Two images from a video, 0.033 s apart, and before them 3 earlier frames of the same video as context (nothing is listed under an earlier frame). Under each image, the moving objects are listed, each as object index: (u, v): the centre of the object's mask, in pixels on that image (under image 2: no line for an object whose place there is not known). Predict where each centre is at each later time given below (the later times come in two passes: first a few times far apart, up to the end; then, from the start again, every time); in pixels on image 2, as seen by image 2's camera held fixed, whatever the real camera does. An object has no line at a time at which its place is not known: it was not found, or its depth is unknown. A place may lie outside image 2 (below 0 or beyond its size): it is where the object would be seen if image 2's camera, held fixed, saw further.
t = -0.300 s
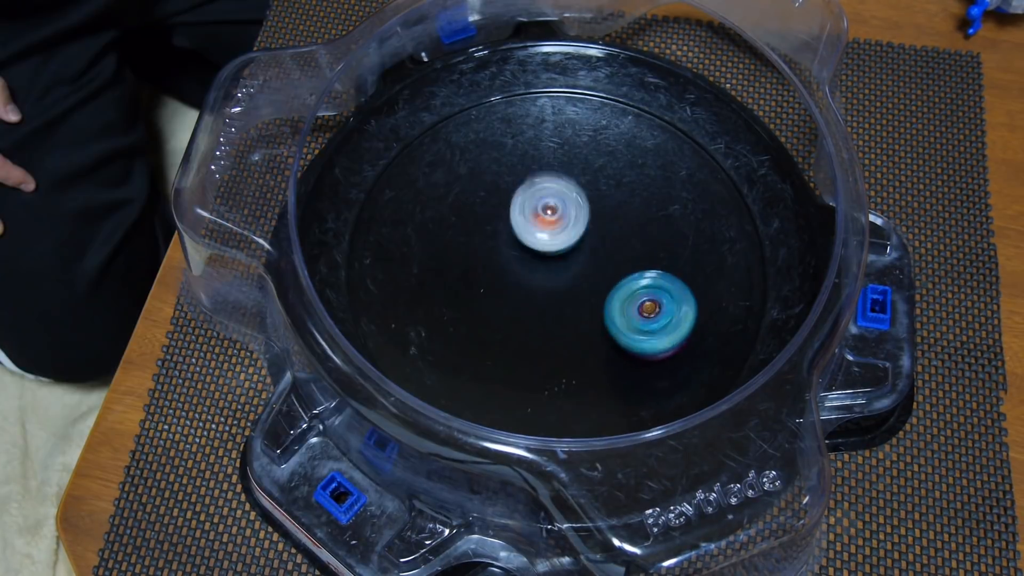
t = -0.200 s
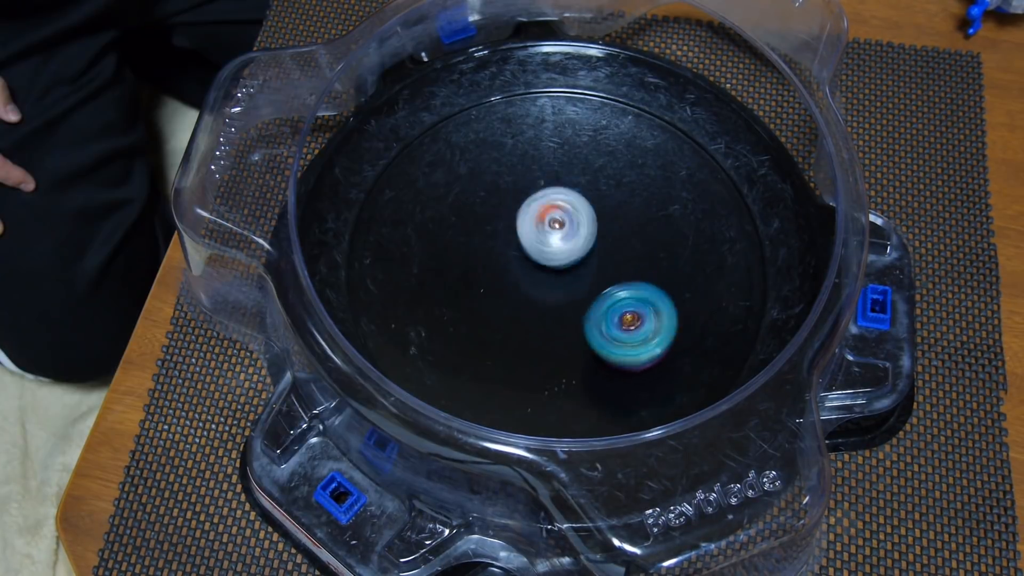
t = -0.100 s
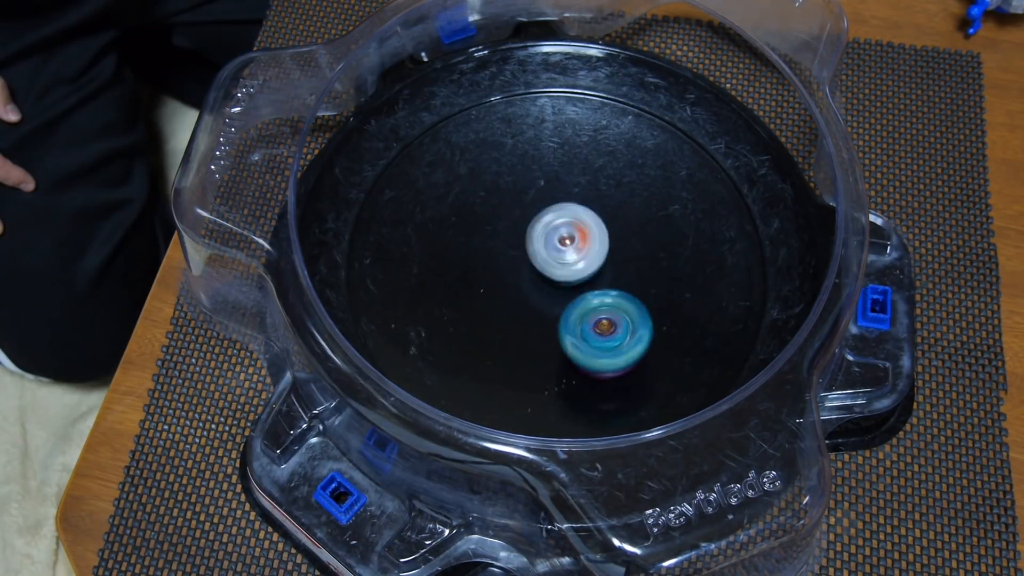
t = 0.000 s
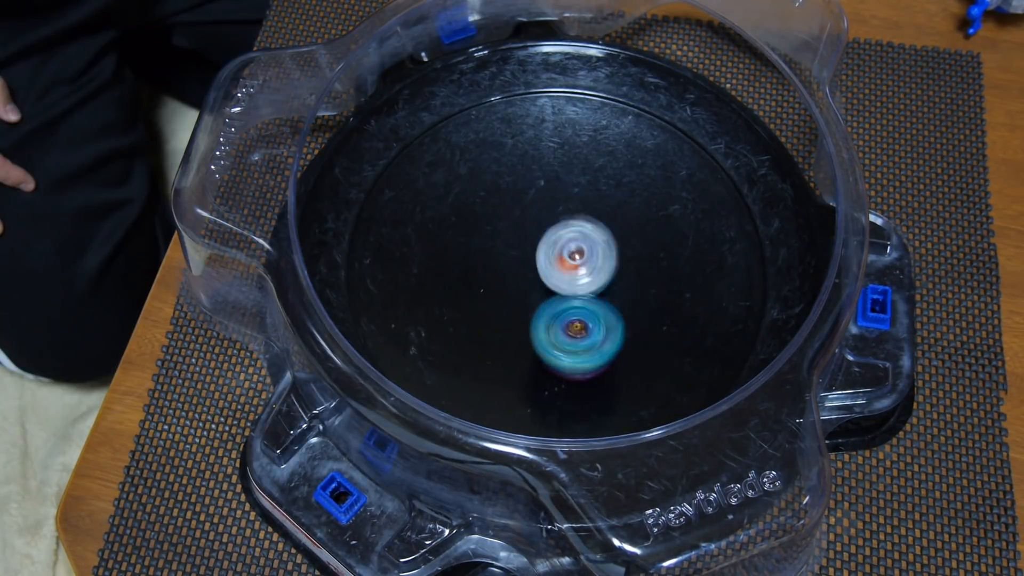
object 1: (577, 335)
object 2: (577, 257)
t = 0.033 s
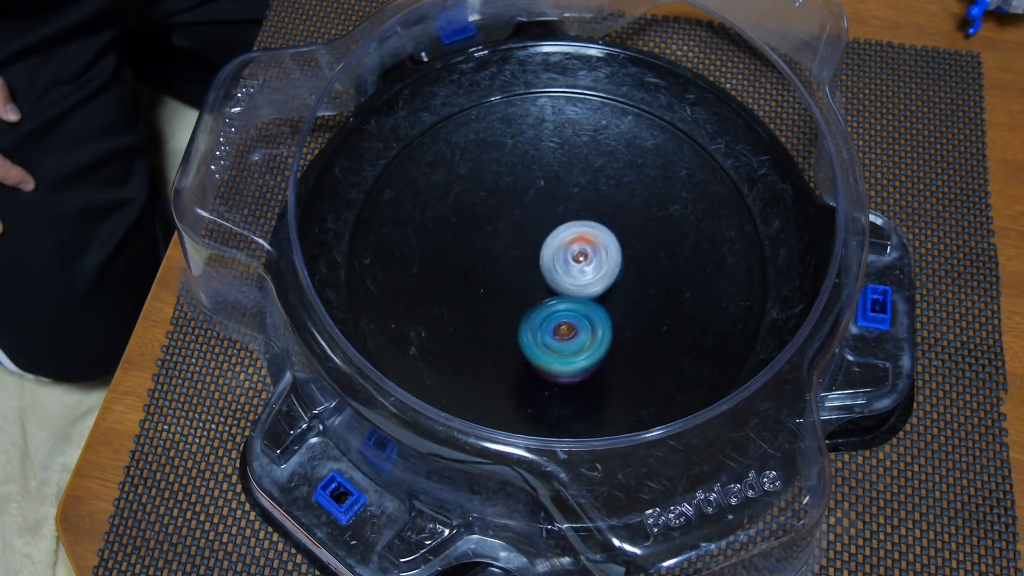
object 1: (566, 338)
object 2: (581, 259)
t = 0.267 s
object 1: (509, 342)
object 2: (607, 272)
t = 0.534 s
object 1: (489, 297)
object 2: (590, 267)
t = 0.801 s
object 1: (472, 219)
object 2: (589, 266)
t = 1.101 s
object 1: (510, 176)
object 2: (573, 261)
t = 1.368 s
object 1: (581, 171)
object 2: (549, 266)
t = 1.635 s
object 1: (633, 209)
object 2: (548, 271)
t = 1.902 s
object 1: (670, 287)
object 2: (512, 247)
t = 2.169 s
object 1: (643, 331)
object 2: (494, 218)
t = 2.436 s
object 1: (557, 310)
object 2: (566, 236)
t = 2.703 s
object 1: (515, 250)
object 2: (621, 227)
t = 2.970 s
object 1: (515, 181)
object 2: (645, 276)
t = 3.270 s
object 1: (564, 202)
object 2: (608, 304)
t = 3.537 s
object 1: (600, 231)
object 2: (543, 308)
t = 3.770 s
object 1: (608, 253)
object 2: (523, 277)
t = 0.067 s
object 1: (555, 341)
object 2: (585, 259)
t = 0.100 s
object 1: (546, 343)
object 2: (590, 264)
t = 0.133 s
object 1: (537, 344)
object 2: (594, 266)
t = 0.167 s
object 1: (529, 345)
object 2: (599, 269)
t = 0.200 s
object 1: (521, 345)
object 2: (603, 270)
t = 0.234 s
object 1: (515, 344)
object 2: (606, 270)
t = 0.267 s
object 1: (509, 342)
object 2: (607, 272)
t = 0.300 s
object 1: (503, 339)
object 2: (607, 271)
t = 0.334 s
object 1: (498, 336)
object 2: (608, 271)
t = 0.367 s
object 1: (493, 332)
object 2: (607, 271)
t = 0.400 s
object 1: (490, 327)
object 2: (605, 269)
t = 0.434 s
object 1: (489, 321)
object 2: (602, 269)
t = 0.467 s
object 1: (489, 313)
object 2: (599, 267)
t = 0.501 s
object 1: (489, 305)
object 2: (596, 268)
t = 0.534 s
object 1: (489, 297)
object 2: (590, 267)
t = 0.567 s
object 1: (490, 287)
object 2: (586, 266)
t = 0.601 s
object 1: (491, 278)
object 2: (580, 266)
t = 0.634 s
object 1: (487, 267)
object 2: (581, 264)
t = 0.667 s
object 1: (480, 254)
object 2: (585, 266)
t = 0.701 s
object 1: (475, 243)
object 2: (587, 267)
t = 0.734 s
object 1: (472, 234)
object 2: (589, 267)
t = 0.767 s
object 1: (471, 227)
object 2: (589, 267)
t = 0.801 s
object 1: (472, 219)
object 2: (589, 266)
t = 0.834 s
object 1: (473, 213)
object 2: (589, 267)
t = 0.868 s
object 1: (474, 208)
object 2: (588, 266)
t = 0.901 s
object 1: (477, 203)
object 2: (587, 265)
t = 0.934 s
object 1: (481, 198)
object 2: (585, 265)
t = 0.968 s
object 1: (484, 192)
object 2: (582, 264)
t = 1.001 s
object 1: (489, 188)
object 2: (581, 263)
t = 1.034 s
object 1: (495, 184)
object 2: (577, 263)
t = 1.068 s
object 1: (502, 180)
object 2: (574, 261)
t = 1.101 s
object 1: (510, 176)
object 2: (573, 261)
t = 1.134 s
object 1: (517, 174)
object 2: (568, 260)
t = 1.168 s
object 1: (526, 173)
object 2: (566, 258)
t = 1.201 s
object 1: (536, 173)
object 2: (563, 258)
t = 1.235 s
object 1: (545, 172)
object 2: (559, 257)
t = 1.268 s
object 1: (554, 172)
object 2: (557, 257)
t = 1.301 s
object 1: (563, 171)
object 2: (553, 261)
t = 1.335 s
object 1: (573, 171)
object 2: (549, 263)
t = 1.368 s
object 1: (581, 171)
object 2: (549, 266)
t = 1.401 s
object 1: (589, 174)
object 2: (546, 269)
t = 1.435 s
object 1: (597, 177)
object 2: (545, 268)
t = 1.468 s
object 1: (605, 181)
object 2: (547, 271)
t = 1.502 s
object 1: (611, 184)
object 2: (545, 272)
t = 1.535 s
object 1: (617, 190)
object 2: (546, 270)
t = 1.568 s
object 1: (623, 197)
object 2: (547, 273)
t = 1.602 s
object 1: (629, 203)
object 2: (545, 273)
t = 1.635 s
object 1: (633, 209)
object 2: (548, 271)
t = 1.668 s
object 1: (636, 217)
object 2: (548, 273)
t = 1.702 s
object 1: (639, 226)
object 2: (548, 271)
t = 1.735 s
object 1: (642, 234)
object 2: (551, 270)
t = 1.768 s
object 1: (642, 242)
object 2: (552, 270)
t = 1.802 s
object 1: (642, 250)
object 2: (554, 267)
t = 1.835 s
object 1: (647, 262)
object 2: (551, 265)
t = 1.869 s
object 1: (661, 273)
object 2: (529, 257)
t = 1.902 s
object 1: (670, 287)
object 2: (512, 247)
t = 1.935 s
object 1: (674, 298)
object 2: (495, 237)
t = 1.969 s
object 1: (675, 304)
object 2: (485, 231)
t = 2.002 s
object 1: (673, 311)
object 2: (477, 226)
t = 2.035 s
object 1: (671, 317)
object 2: (474, 221)
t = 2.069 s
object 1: (666, 320)
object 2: (477, 218)
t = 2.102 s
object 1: (659, 325)
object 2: (483, 218)
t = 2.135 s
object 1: (652, 329)
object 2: (487, 218)
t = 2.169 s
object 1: (643, 331)
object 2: (494, 218)
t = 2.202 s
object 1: (632, 332)
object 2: (502, 221)
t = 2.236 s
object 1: (622, 333)
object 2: (509, 223)
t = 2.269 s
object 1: (611, 331)
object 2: (519, 226)
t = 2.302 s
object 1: (598, 330)
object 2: (528, 227)
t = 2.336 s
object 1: (588, 327)
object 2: (538, 230)
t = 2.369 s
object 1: (576, 321)
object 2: (548, 231)
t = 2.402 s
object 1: (565, 316)
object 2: (557, 233)
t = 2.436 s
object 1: (557, 310)
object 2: (566, 236)
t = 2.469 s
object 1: (547, 302)
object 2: (575, 237)
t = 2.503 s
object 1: (537, 296)
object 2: (584, 239)
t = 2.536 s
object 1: (530, 288)
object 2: (595, 238)
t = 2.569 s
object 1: (523, 281)
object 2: (605, 238)
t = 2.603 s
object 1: (519, 274)
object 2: (613, 235)
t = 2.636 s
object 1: (516, 264)
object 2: (618, 232)
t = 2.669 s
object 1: (514, 257)
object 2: (620, 229)
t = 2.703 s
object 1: (515, 250)
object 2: (621, 227)
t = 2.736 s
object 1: (516, 242)
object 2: (621, 227)
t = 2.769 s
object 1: (519, 237)
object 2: (620, 229)
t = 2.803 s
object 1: (522, 229)
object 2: (617, 232)
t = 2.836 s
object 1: (527, 225)
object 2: (613, 236)
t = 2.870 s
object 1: (530, 219)
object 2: (610, 241)
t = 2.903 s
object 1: (521, 205)
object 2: (626, 255)
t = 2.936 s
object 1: (517, 193)
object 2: (638, 267)
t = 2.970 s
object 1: (515, 181)
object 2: (645, 276)
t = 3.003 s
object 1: (518, 175)
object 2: (646, 283)
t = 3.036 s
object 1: (523, 173)
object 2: (644, 289)
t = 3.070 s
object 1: (528, 172)
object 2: (641, 294)
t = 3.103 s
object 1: (533, 173)
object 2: (638, 298)
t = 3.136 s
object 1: (540, 176)
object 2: (634, 301)
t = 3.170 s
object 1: (545, 180)
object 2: (629, 304)
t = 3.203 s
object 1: (552, 186)
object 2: (623, 307)
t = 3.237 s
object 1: (557, 193)
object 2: (615, 307)
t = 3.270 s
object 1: (564, 202)
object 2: (608, 304)
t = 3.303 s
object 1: (570, 211)
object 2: (602, 299)
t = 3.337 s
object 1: (577, 219)
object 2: (596, 297)
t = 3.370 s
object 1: (587, 216)
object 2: (588, 306)
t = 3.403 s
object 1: (592, 215)
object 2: (578, 314)
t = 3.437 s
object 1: (598, 218)
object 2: (569, 317)
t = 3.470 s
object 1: (600, 223)
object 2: (560, 316)
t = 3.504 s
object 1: (601, 228)
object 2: (552, 312)
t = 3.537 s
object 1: (600, 231)
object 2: (543, 308)
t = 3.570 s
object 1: (599, 235)
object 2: (535, 302)
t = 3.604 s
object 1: (597, 240)
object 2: (532, 294)
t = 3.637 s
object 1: (600, 240)
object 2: (528, 290)
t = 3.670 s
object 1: (602, 243)
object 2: (527, 285)
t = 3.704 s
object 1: (601, 246)
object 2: (525, 282)
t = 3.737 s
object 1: (604, 250)
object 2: (522, 280)
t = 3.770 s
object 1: (608, 253)
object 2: (523, 277)
